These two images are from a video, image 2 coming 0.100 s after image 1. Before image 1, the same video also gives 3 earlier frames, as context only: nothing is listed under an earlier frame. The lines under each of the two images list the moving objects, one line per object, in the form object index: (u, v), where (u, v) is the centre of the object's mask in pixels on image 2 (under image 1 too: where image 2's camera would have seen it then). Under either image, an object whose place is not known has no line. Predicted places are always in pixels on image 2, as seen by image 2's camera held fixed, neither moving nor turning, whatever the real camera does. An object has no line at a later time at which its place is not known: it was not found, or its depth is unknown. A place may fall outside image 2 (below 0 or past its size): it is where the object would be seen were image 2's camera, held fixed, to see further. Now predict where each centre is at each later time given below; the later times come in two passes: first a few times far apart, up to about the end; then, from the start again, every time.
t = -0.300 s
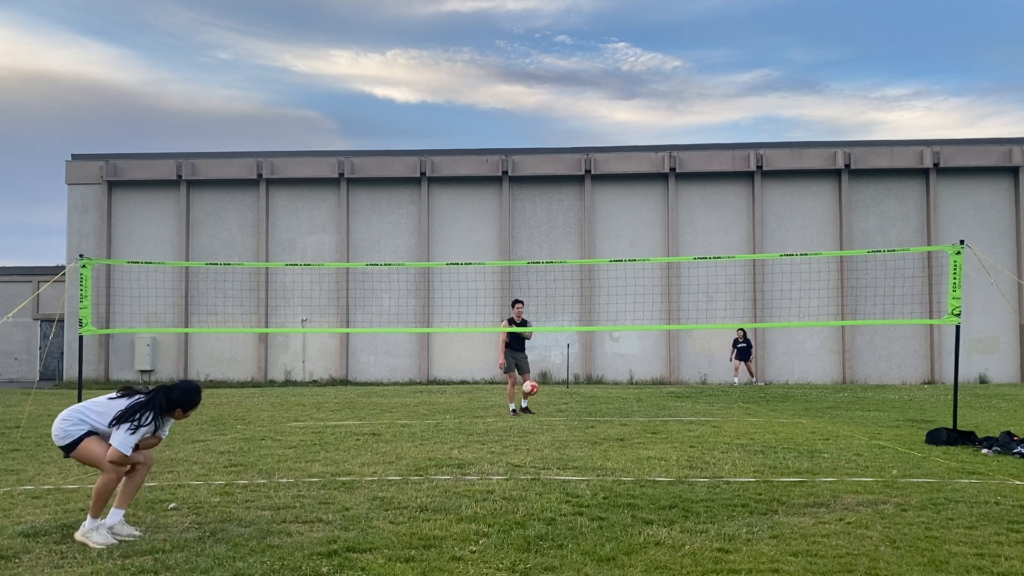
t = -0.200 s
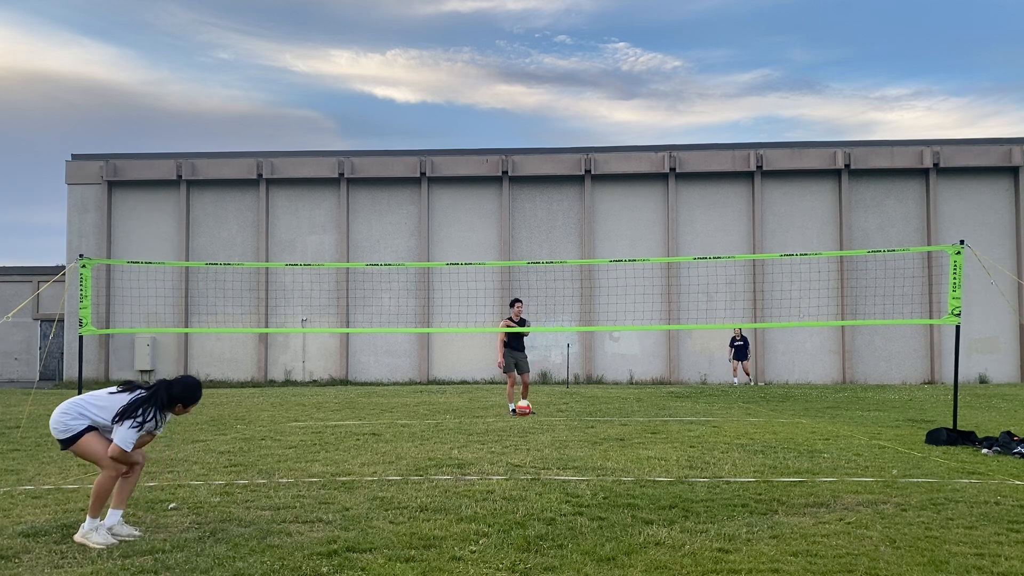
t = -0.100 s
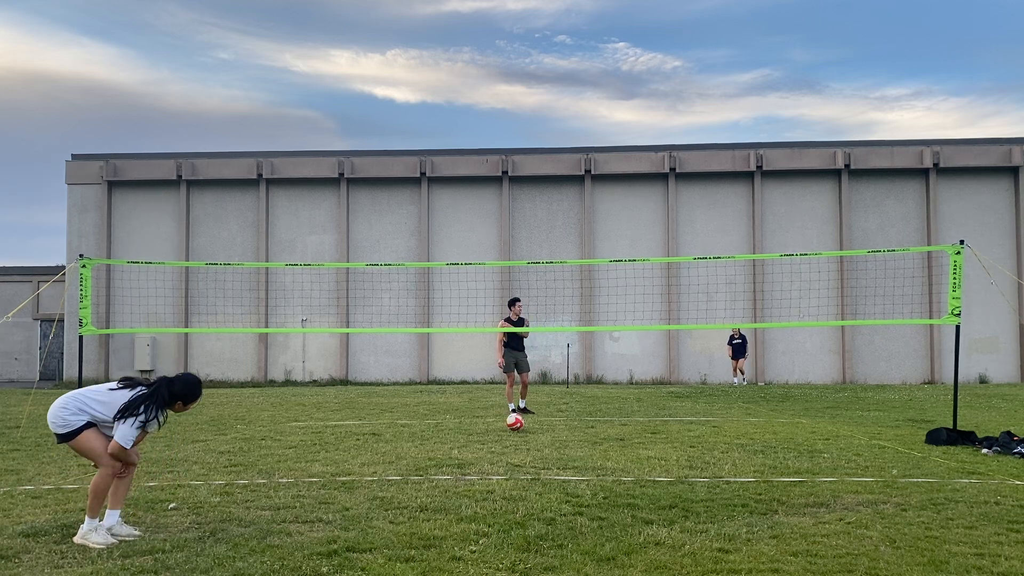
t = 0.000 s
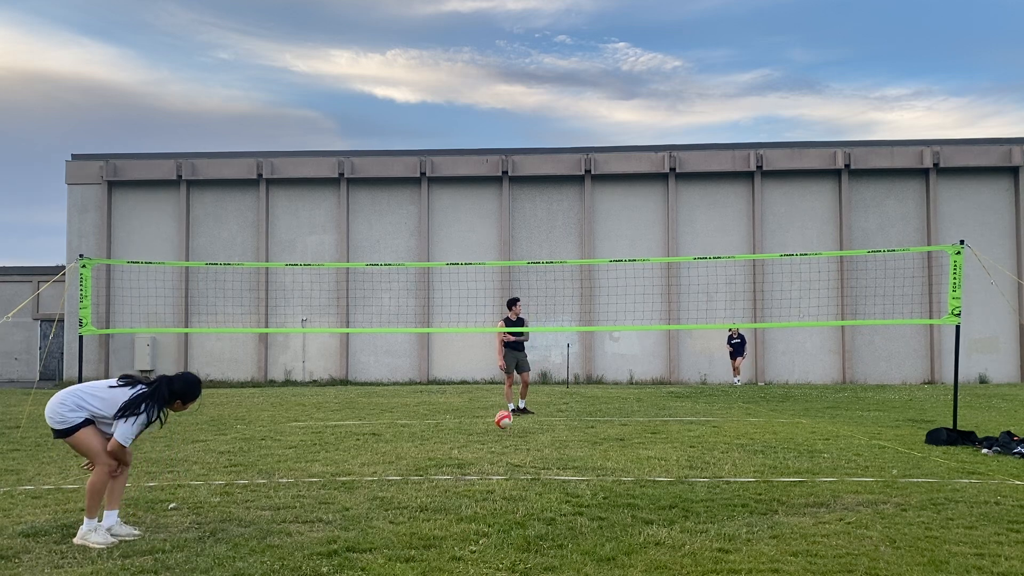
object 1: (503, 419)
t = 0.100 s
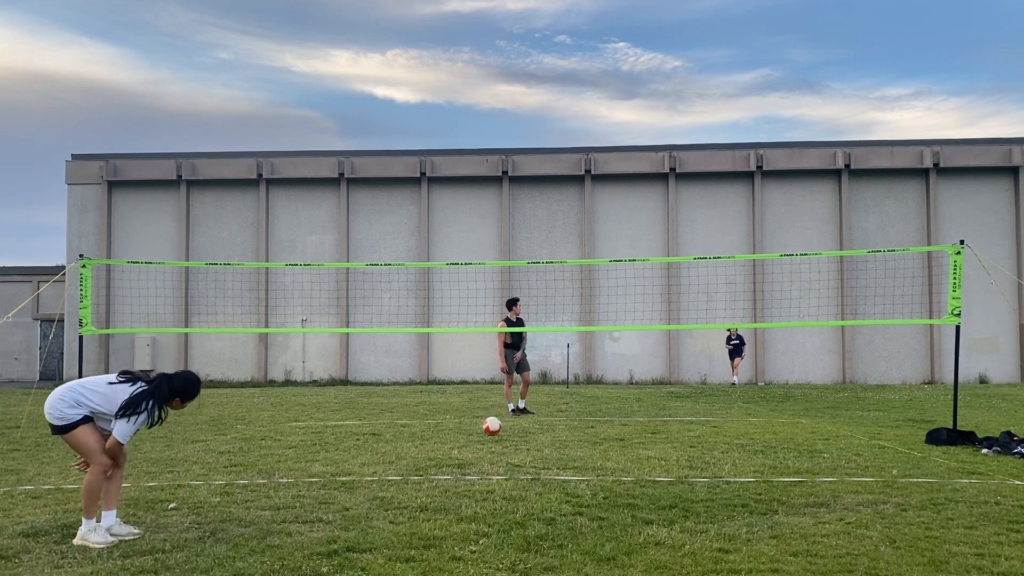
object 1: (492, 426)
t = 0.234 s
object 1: (475, 437)
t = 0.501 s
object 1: (438, 448)
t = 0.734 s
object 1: (399, 466)
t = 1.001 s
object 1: (341, 487)
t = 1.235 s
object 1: (274, 515)
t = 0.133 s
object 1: (488, 431)
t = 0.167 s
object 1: (484, 435)
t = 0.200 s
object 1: (480, 436)
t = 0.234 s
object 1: (475, 437)
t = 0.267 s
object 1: (471, 438)
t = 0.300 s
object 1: (467, 440)
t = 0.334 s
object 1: (463, 443)
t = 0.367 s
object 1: (458, 446)
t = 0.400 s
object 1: (454, 446)
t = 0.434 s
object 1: (449, 445)
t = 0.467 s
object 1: (444, 446)
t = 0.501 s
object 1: (438, 448)
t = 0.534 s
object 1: (433, 451)
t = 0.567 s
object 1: (427, 455)
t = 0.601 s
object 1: (422, 459)
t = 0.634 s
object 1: (417, 460)
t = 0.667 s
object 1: (410, 461)
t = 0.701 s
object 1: (405, 463)
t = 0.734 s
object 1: (399, 466)
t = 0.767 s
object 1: (393, 470)
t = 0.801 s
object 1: (386, 470)
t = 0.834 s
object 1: (379, 472)
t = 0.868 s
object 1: (372, 474)
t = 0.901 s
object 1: (364, 478)
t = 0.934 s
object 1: (357, 484)
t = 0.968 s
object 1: (349, 485)
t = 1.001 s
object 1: (341, 487)
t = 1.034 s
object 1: (333, 491)
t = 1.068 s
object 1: (324, 496)
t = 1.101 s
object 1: (315, 502)
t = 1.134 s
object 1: (305, 504)
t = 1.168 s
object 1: (295, 506)
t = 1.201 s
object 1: (285, 510)
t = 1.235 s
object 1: (274, 515)
